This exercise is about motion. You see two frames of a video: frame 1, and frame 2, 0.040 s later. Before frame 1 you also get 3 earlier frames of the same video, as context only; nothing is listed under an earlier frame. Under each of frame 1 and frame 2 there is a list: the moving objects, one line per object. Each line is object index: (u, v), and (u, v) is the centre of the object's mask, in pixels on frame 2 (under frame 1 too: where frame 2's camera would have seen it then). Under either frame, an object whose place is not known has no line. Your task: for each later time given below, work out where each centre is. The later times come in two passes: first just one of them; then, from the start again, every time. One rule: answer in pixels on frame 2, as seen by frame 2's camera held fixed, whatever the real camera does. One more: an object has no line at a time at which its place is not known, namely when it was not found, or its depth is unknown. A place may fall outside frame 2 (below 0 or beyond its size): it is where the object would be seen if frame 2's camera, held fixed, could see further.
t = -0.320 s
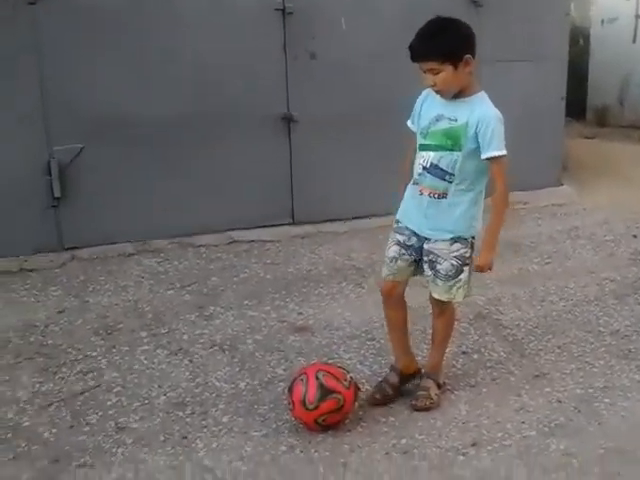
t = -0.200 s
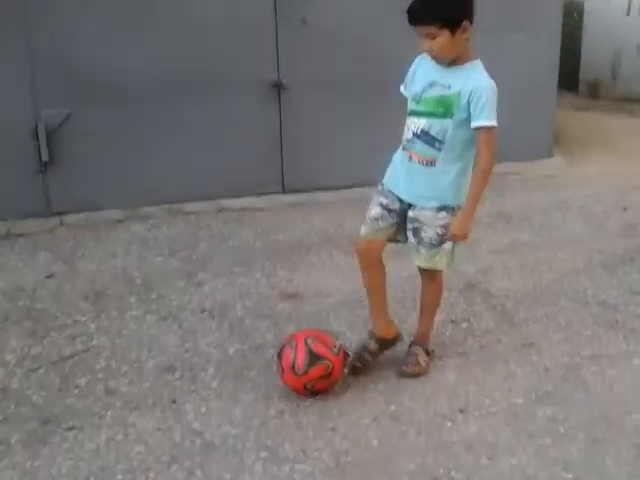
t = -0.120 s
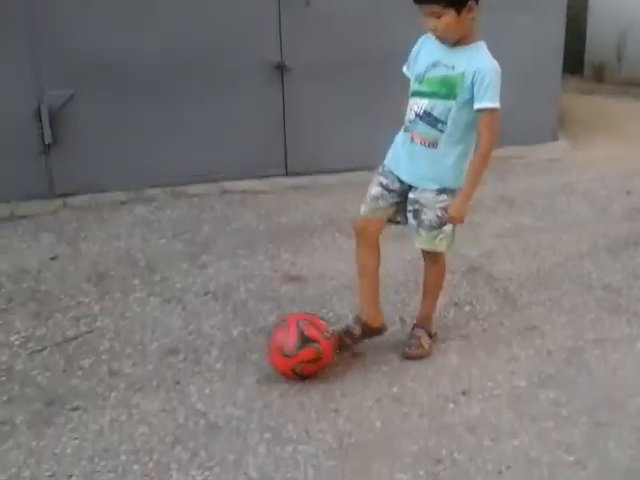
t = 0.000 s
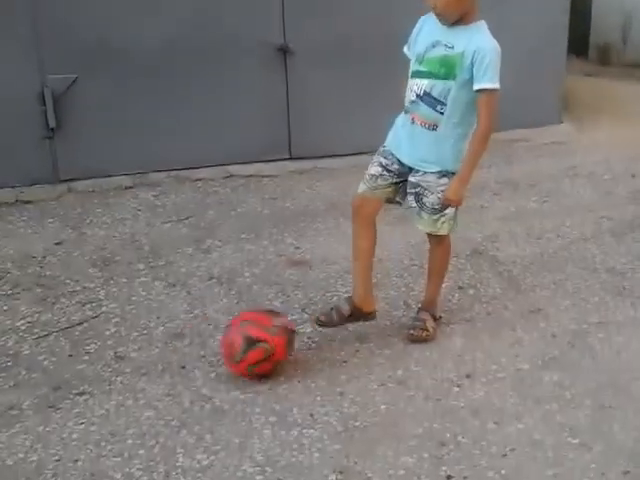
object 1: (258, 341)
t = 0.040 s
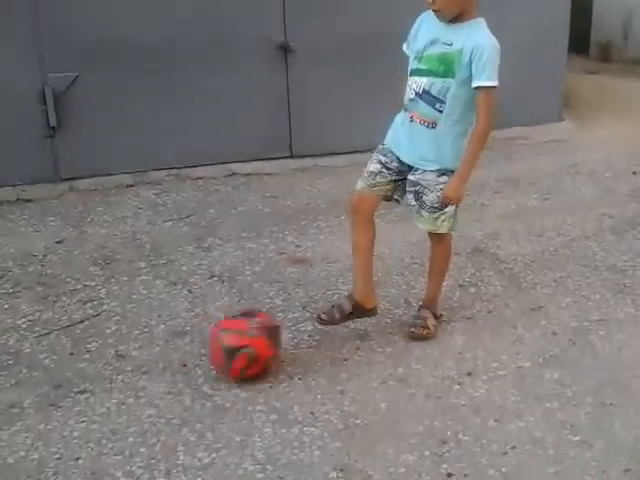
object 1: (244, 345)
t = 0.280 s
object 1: (164, 361)
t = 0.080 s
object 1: (232, 348)
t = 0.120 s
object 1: (219, 350)
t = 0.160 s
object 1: (205, 353)
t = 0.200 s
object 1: (191, 356)
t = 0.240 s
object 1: (178, 358)
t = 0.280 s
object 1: (164, 361)
